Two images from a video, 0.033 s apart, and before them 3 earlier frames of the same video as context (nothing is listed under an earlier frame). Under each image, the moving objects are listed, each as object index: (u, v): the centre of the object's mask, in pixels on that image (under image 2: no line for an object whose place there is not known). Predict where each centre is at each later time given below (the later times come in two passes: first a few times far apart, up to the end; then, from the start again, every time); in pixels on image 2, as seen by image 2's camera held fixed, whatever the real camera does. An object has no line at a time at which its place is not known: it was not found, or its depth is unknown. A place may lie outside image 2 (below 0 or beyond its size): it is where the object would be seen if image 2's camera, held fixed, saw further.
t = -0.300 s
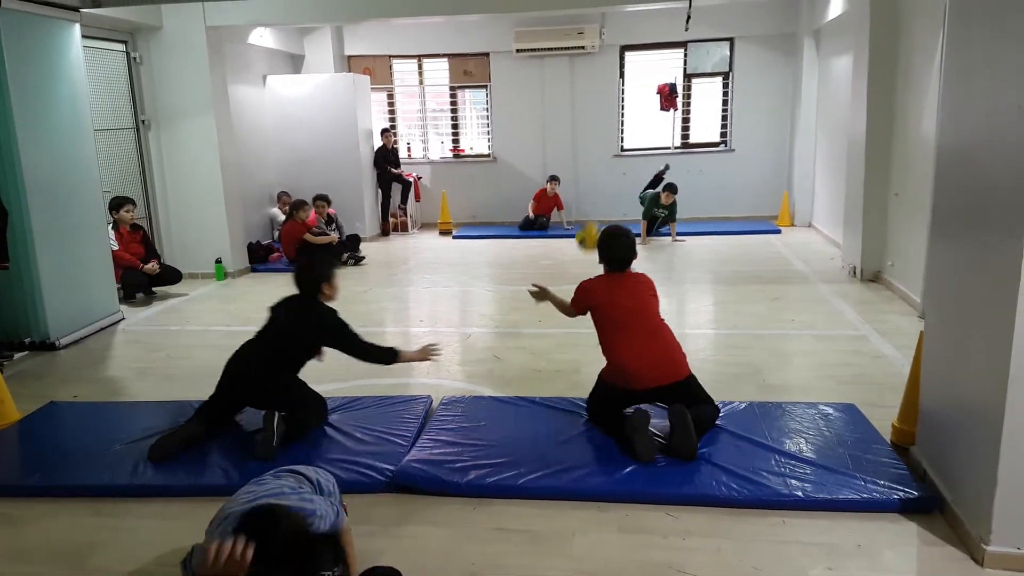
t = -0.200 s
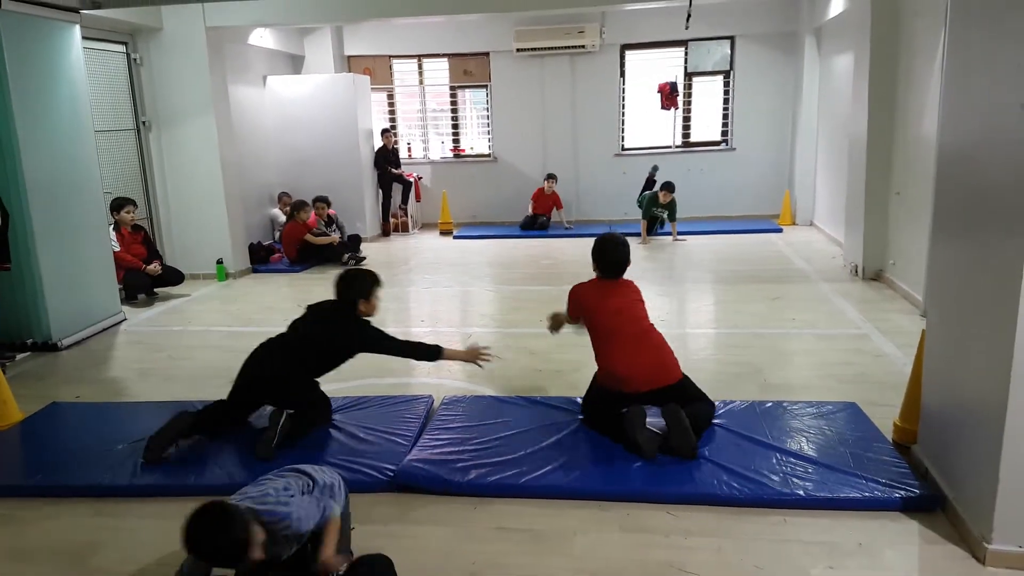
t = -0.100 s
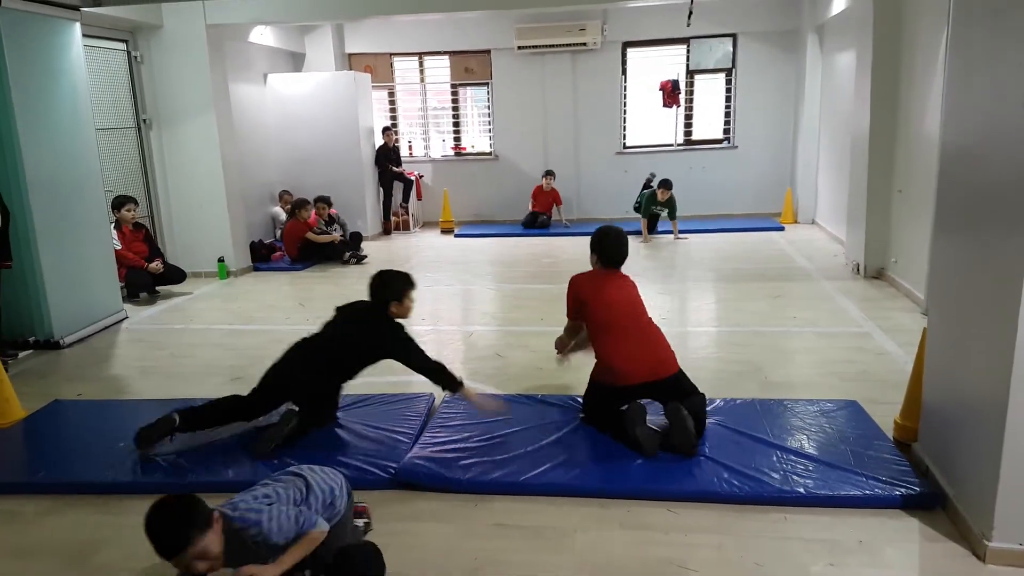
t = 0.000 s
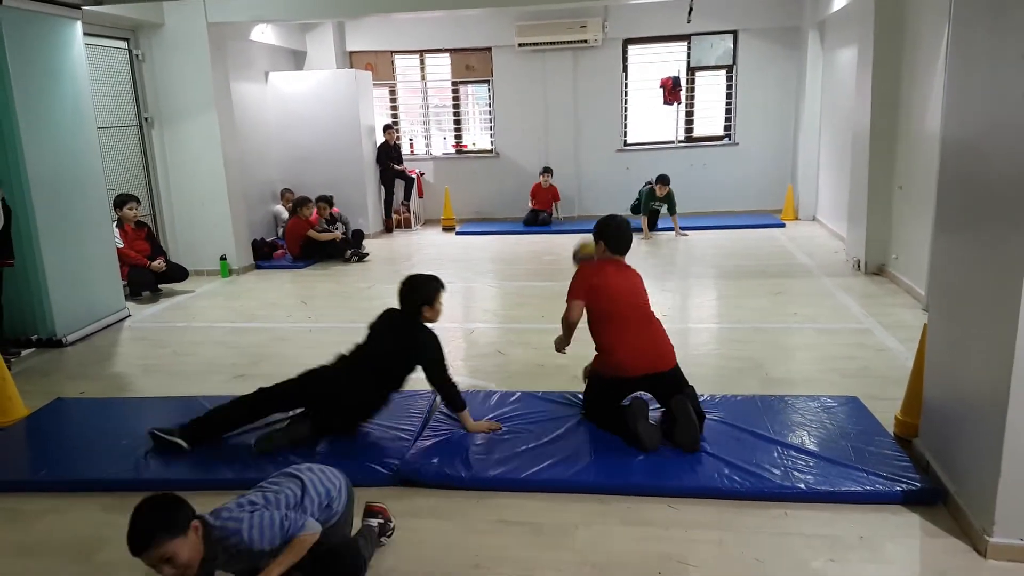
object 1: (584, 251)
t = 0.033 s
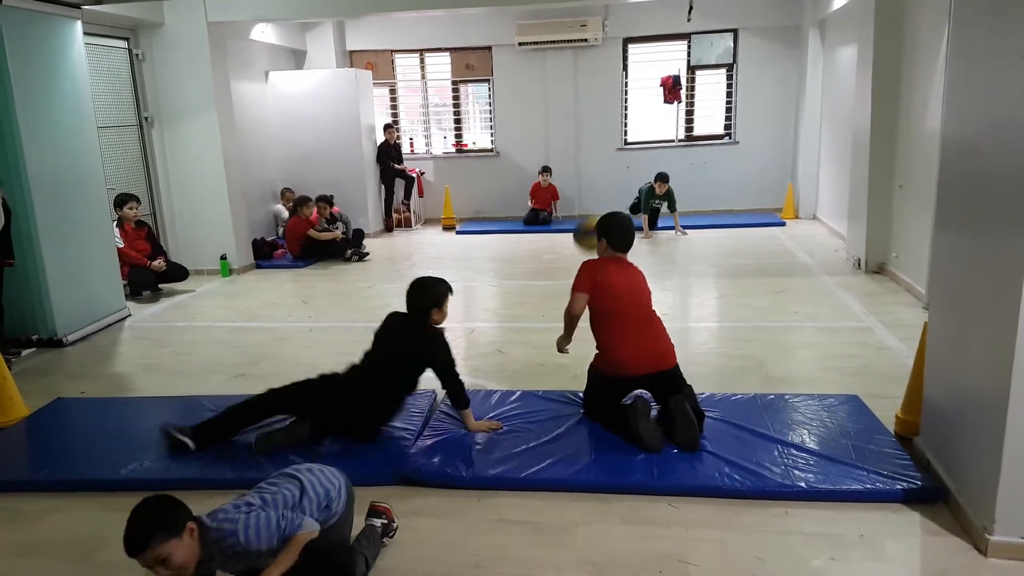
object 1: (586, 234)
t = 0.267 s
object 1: (594, 139)
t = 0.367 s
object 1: (595, 129)
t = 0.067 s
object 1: (588, 214)
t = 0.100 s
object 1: (591, 198)
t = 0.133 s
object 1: (592, 181)
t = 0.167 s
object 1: (592, 168)
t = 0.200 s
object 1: (593, 157)
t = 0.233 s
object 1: (594, 147)
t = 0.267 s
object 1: (594, 139)
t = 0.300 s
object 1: (595, 134)
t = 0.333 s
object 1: (595, 131)
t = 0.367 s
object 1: (595, 129)
